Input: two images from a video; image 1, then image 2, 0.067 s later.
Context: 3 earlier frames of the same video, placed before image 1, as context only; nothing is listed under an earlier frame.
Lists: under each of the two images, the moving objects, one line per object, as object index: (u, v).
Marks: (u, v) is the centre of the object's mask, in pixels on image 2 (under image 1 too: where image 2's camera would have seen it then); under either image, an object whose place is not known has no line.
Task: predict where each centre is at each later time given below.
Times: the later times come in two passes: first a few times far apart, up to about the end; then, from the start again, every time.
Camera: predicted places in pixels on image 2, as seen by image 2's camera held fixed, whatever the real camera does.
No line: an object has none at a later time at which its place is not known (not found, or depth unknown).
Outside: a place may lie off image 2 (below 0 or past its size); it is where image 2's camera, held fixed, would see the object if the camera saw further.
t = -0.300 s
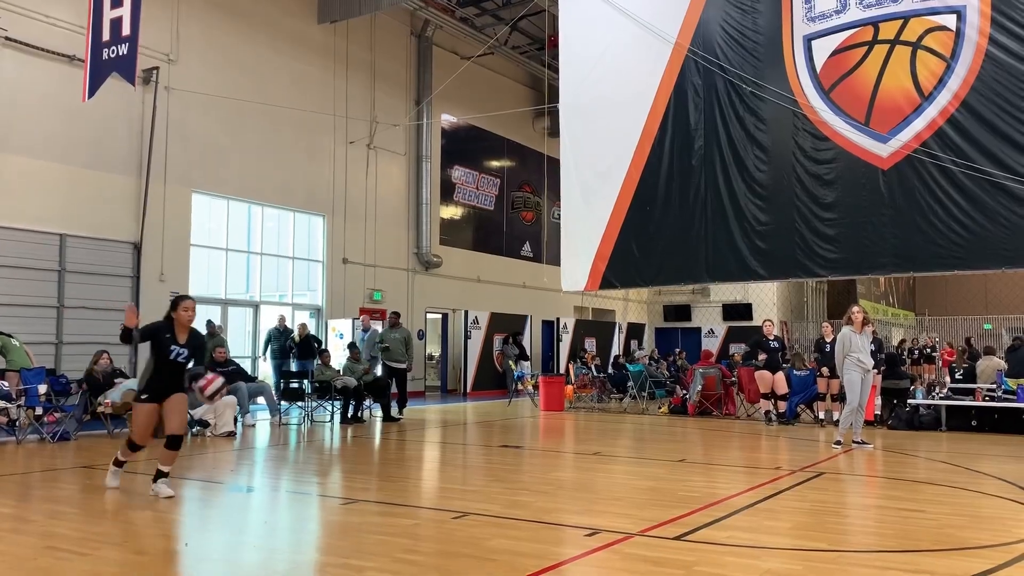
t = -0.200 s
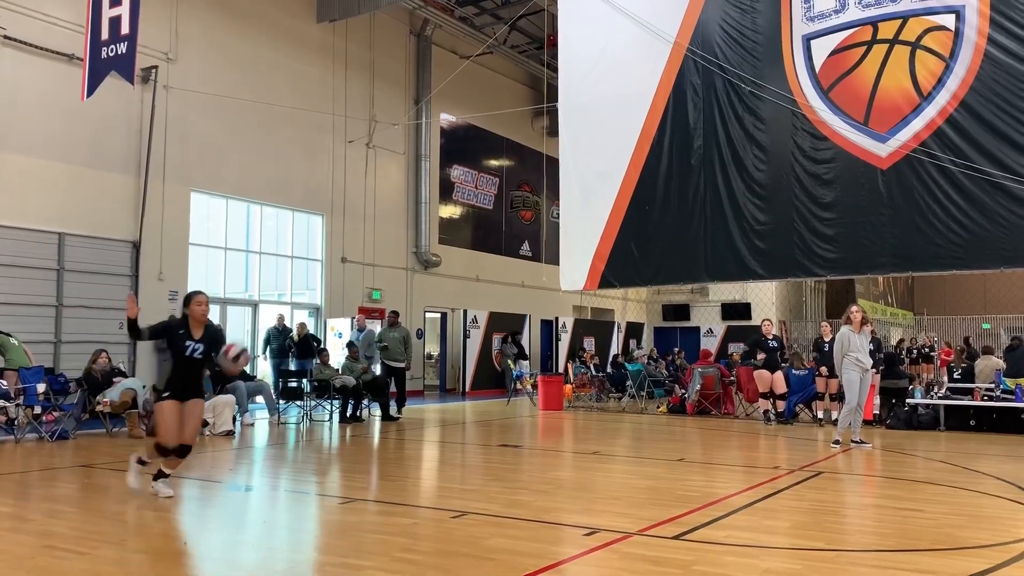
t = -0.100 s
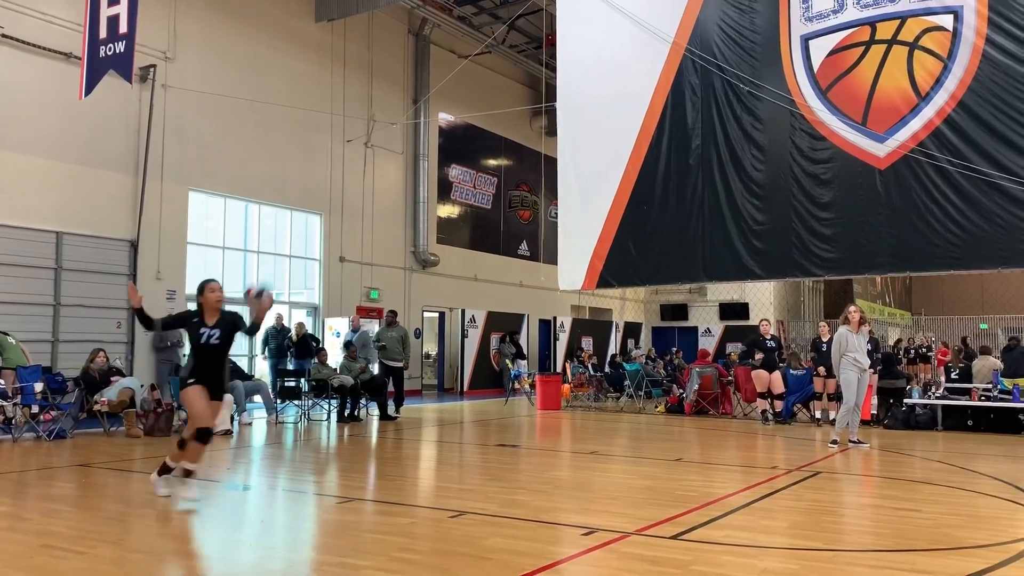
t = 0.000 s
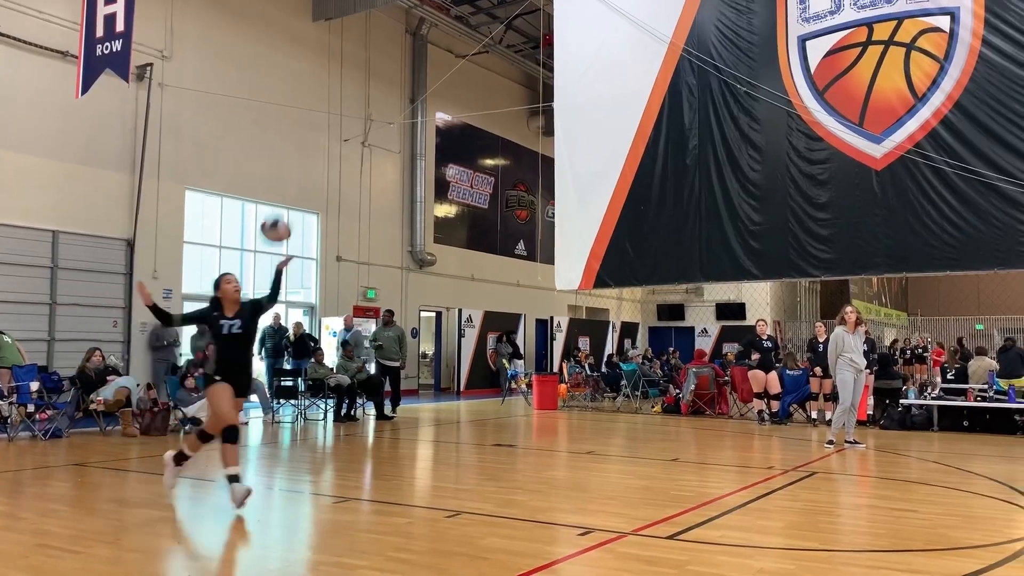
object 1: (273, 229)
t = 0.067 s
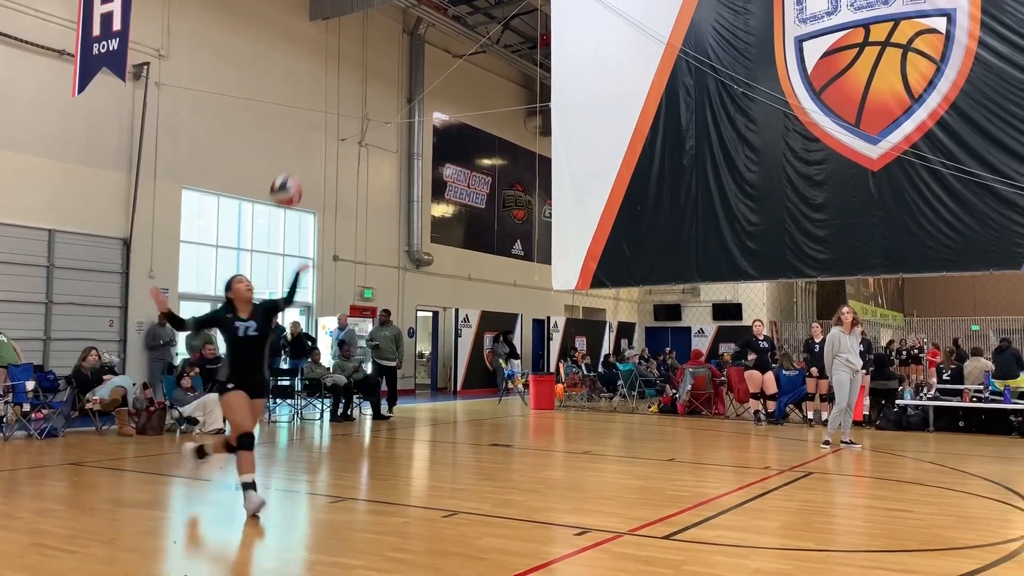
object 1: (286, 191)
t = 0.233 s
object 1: (319, 125)
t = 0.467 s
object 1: (366, 100)
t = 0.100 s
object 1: (292, 175)
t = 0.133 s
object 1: (299, 160)
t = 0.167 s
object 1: (306, 147)
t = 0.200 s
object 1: (312, 135)
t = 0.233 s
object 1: (319, 125)
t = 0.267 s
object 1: (325, 116)
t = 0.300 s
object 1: (332, 109)
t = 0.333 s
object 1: (338, 104)
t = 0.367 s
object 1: (345, 100)
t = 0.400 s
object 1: (352, 98)
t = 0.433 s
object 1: (359, 99)
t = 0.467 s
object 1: (366, 100)
